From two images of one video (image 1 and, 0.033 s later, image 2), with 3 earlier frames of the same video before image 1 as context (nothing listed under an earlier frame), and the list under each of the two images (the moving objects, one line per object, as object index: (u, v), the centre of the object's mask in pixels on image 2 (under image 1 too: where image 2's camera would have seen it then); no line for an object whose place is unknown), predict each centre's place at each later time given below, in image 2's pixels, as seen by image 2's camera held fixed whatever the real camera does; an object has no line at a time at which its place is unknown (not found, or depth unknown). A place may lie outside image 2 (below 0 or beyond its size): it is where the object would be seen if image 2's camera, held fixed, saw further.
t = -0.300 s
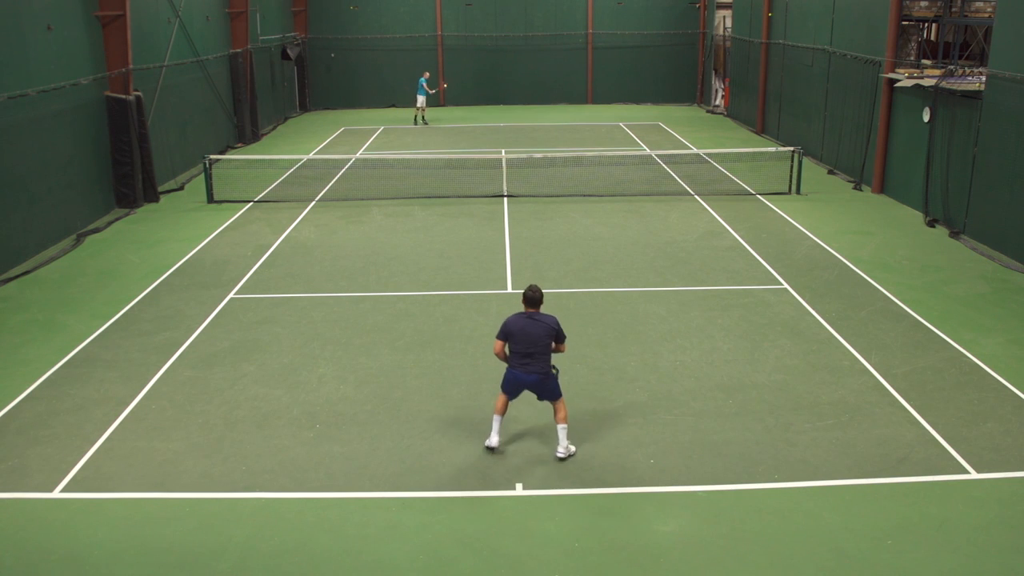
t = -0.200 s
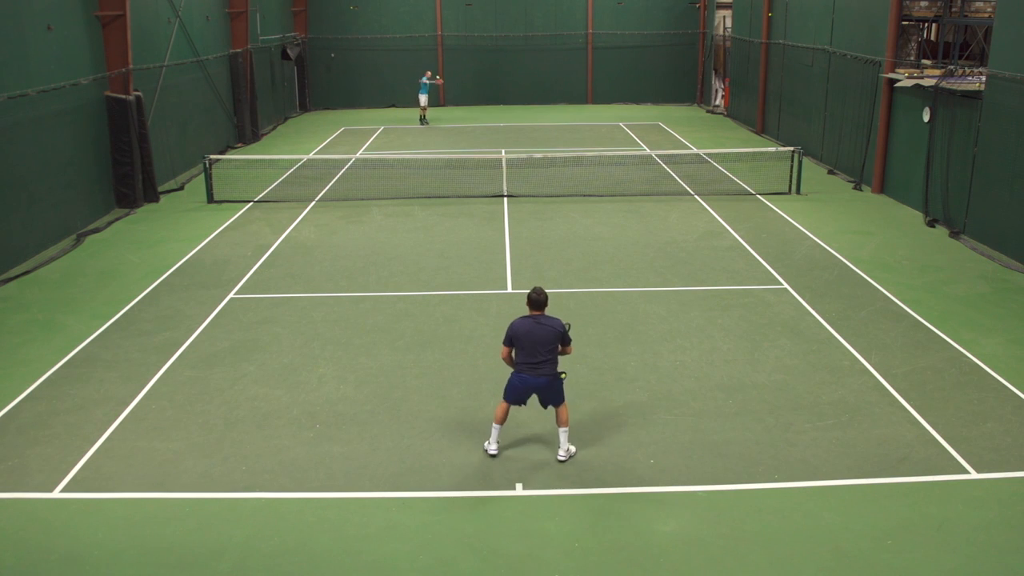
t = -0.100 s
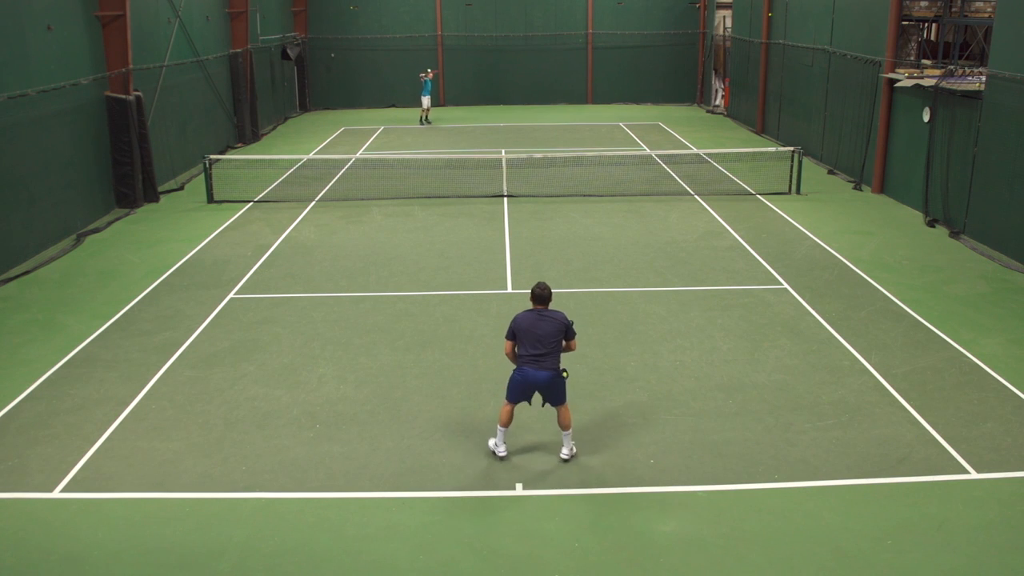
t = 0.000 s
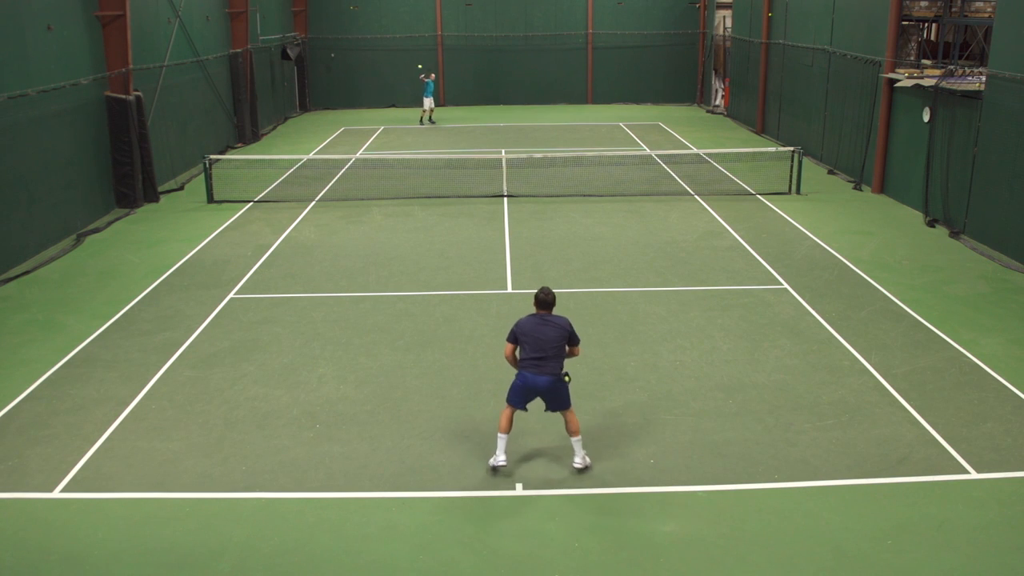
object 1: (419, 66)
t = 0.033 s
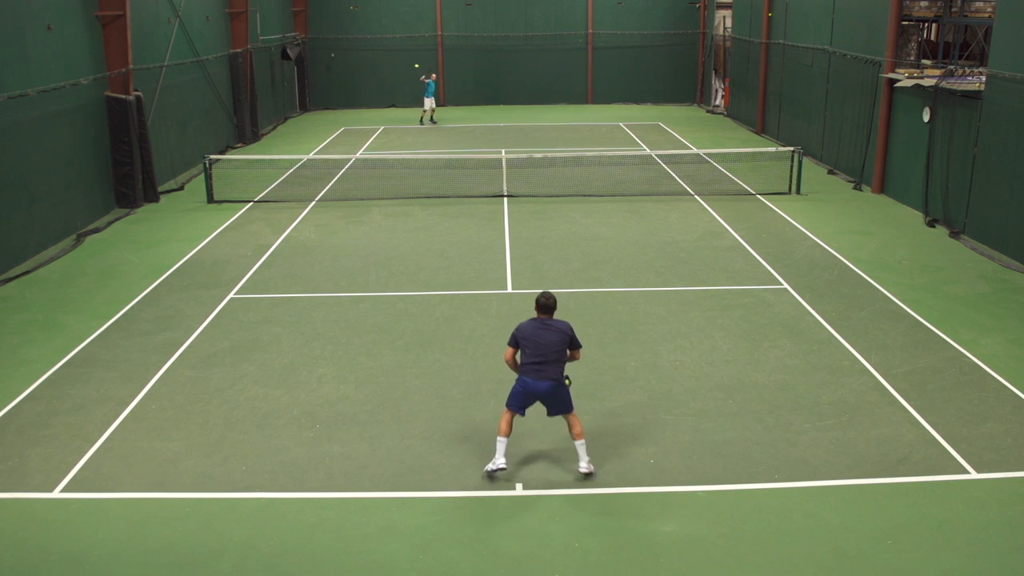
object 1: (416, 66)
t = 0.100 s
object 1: (409, 66)
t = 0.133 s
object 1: (406, 66)
